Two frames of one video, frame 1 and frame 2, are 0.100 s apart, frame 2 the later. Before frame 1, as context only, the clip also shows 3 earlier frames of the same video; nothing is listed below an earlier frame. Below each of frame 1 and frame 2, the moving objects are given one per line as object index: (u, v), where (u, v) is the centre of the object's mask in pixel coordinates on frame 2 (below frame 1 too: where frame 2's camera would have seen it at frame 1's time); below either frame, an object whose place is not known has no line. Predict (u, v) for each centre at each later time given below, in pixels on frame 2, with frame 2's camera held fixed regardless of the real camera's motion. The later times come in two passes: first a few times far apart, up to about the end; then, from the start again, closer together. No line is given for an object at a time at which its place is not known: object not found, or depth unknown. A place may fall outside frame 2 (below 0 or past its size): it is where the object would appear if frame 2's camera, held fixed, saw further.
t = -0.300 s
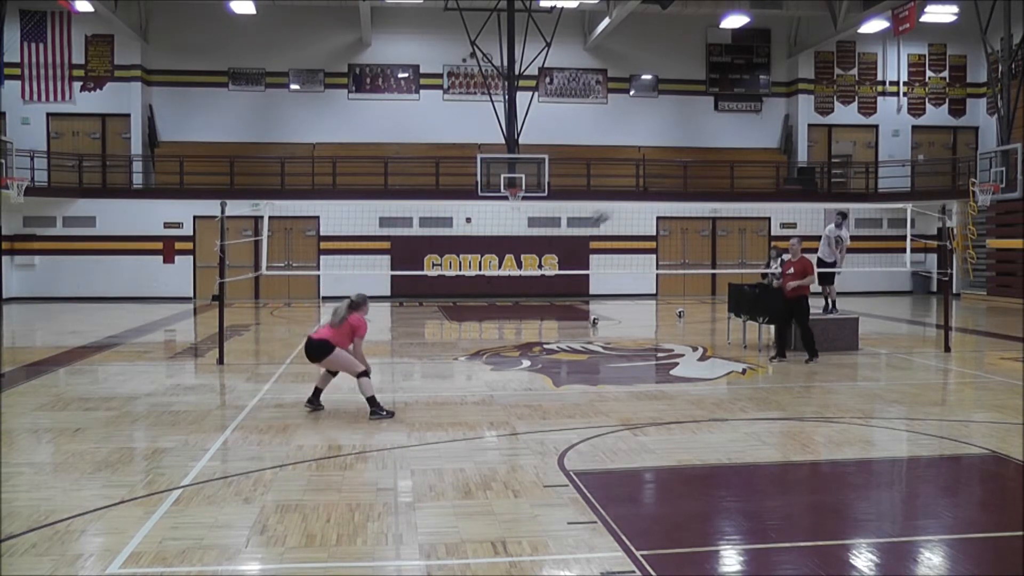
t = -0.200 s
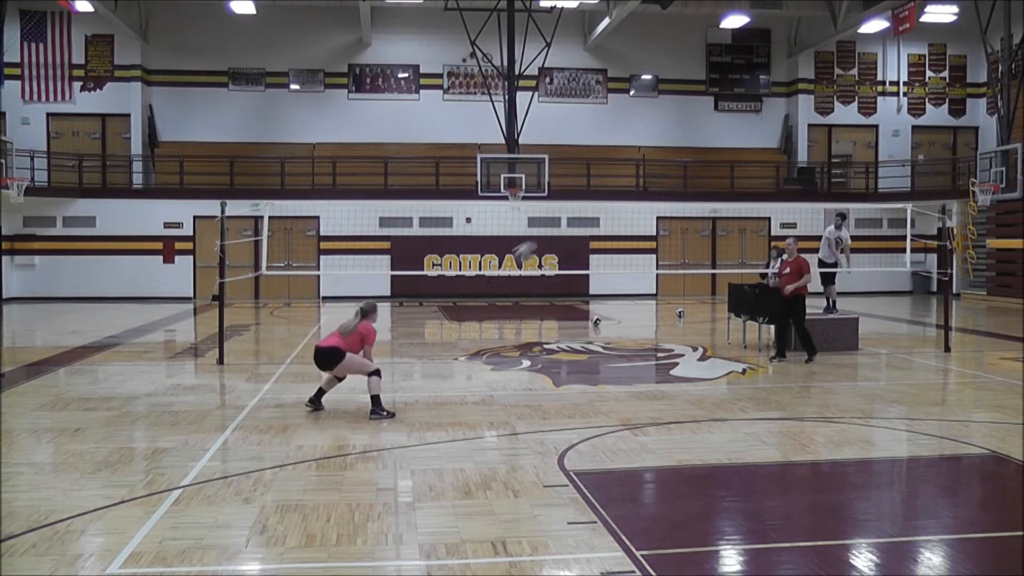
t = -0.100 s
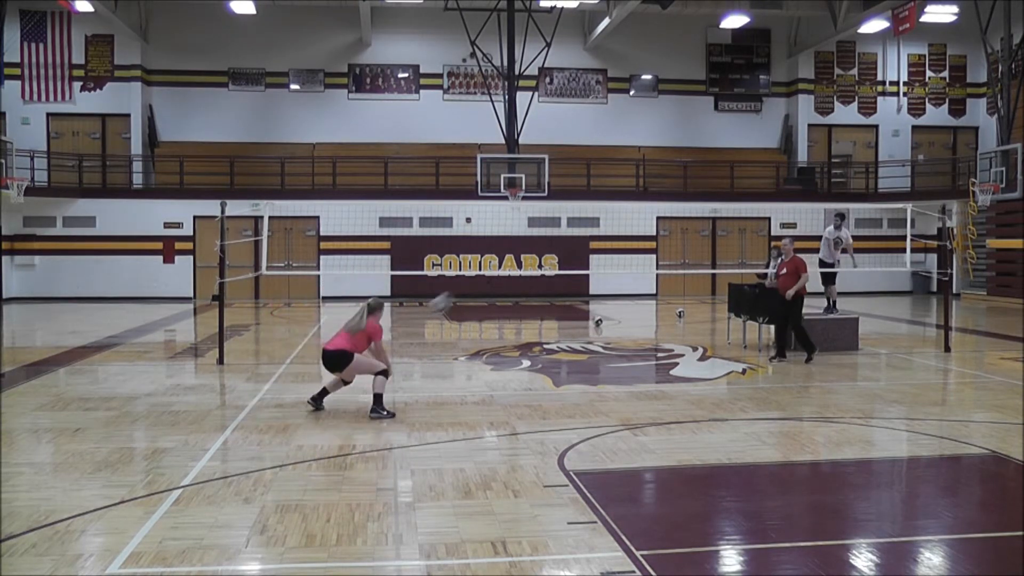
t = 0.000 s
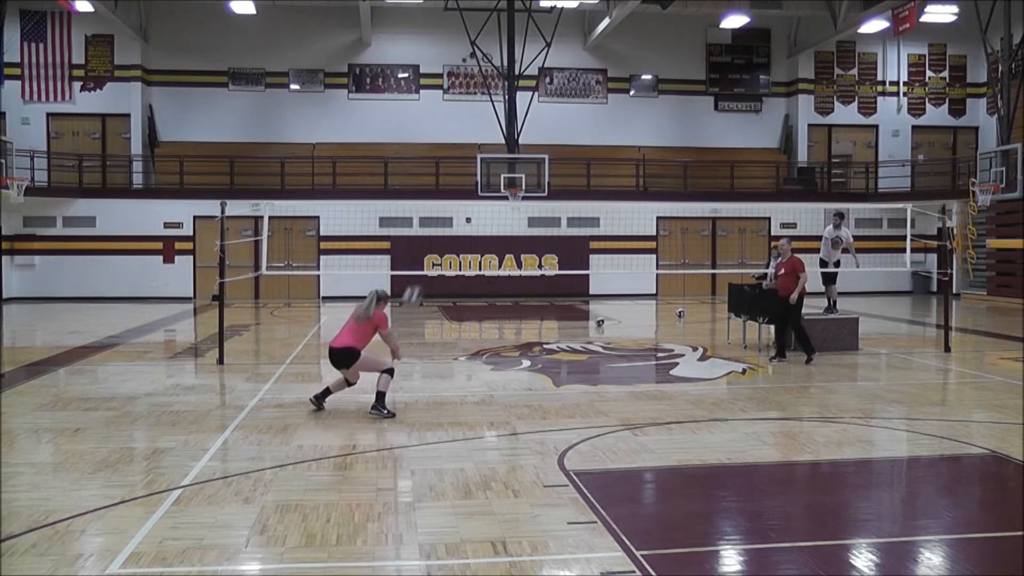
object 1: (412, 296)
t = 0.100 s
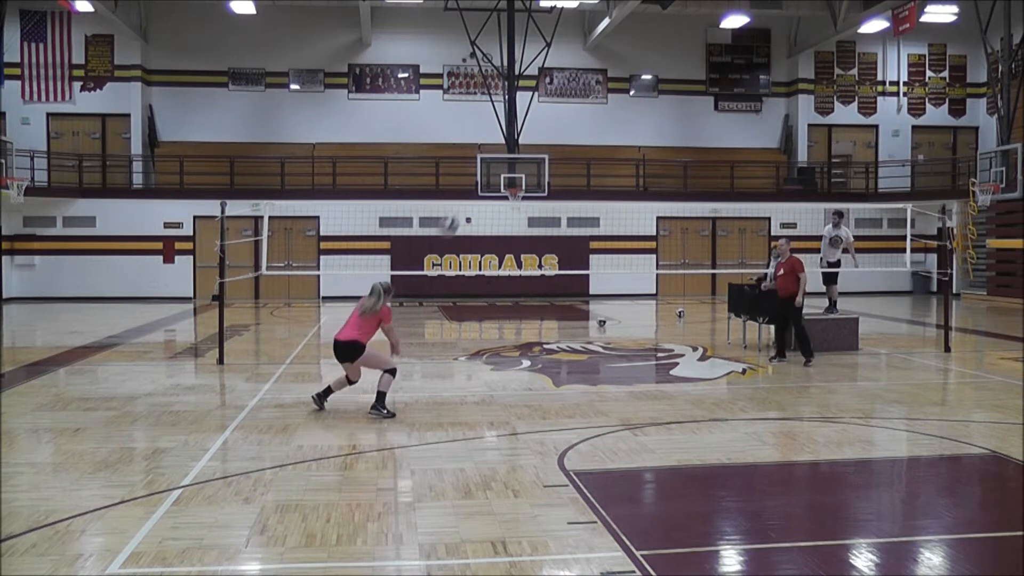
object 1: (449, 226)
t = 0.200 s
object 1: (482, 163)
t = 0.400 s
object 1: (547, 78)
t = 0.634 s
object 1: (613, 36)
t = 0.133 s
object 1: (461, 202)
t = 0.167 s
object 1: (471, 184)
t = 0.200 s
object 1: (482, 163)
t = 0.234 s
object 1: (495, 146)
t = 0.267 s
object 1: (507, 132)
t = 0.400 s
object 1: (547, 78)
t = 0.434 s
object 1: (557, 72)
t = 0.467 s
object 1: (568, 62)
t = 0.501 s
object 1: (577, 57)
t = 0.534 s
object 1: (586, 49)
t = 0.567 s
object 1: (596, 43)
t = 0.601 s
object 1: (605, 40)
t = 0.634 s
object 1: (613, 36)
